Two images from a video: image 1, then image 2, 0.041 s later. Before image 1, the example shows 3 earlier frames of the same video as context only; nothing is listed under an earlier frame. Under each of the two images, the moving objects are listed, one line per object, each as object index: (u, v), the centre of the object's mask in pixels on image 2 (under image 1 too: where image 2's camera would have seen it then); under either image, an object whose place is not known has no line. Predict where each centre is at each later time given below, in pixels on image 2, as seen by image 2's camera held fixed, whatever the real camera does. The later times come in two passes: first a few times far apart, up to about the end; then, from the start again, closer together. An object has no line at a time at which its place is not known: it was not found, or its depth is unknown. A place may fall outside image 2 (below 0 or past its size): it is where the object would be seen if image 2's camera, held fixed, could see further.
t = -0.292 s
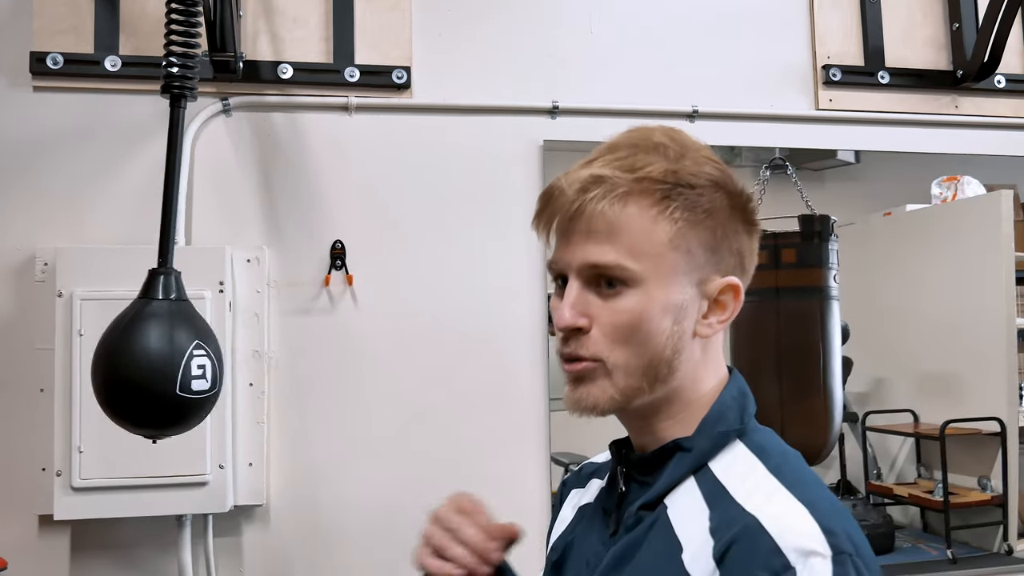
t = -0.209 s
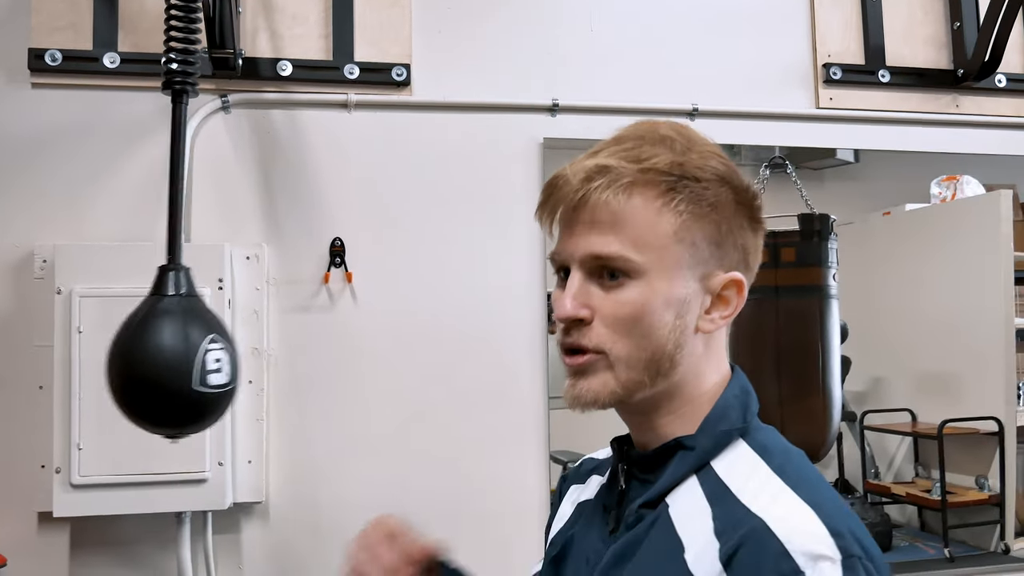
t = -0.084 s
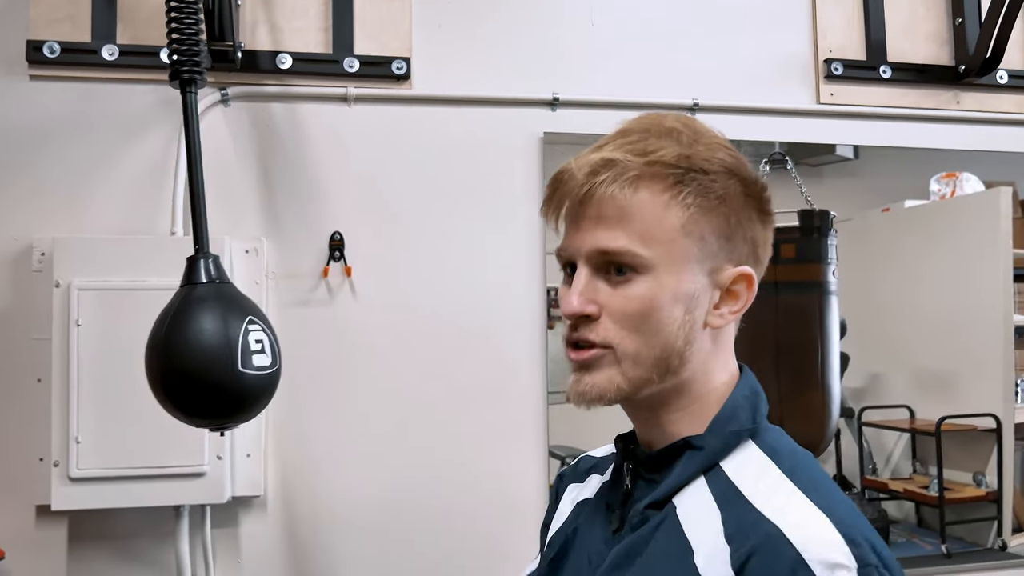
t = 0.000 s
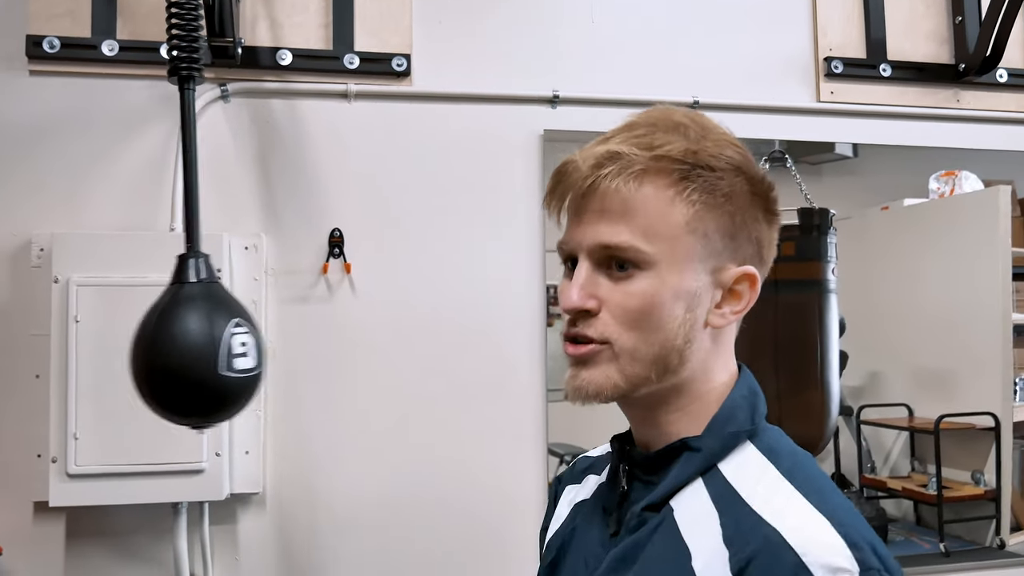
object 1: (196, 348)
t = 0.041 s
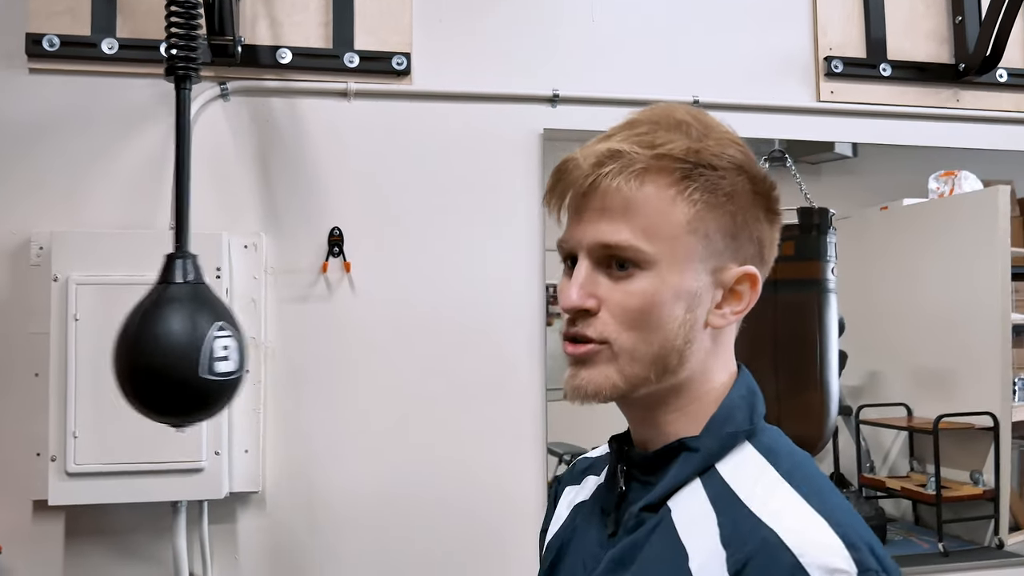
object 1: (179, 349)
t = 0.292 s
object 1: (200, 349)
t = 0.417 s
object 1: (198, 349)
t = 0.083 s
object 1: (165, 348)
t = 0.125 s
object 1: (157, 347)
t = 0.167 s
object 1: (158, 348)
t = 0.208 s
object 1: (169, 349)
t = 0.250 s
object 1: (184, 349)
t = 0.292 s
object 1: (200, 349)
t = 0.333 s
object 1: (209, 348)
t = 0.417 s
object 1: (198, 349)
